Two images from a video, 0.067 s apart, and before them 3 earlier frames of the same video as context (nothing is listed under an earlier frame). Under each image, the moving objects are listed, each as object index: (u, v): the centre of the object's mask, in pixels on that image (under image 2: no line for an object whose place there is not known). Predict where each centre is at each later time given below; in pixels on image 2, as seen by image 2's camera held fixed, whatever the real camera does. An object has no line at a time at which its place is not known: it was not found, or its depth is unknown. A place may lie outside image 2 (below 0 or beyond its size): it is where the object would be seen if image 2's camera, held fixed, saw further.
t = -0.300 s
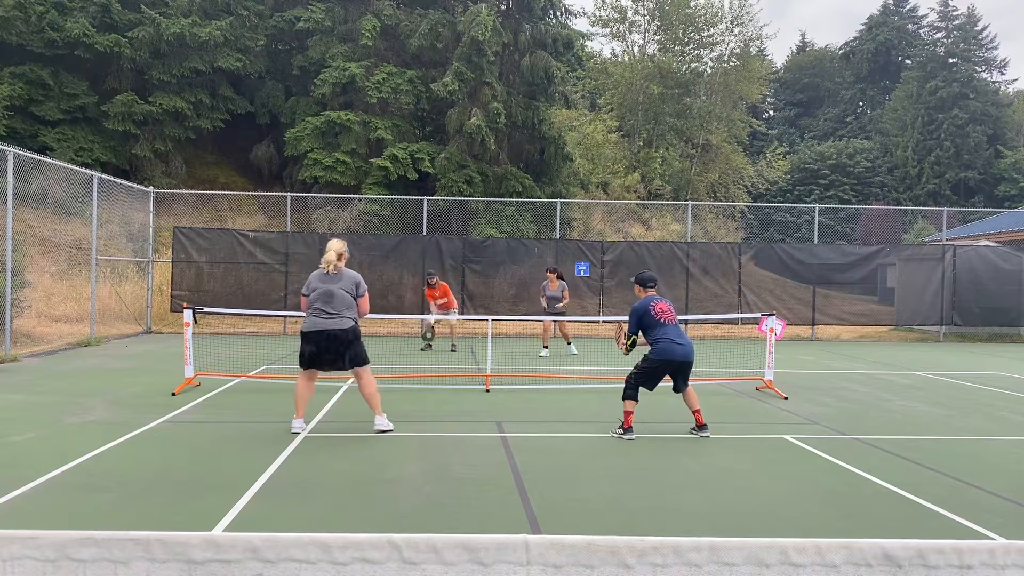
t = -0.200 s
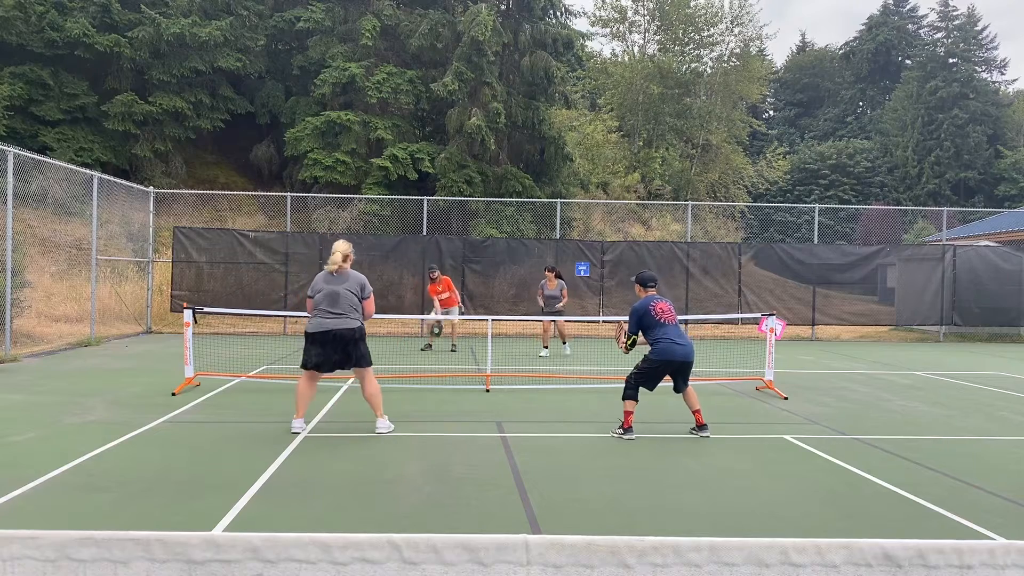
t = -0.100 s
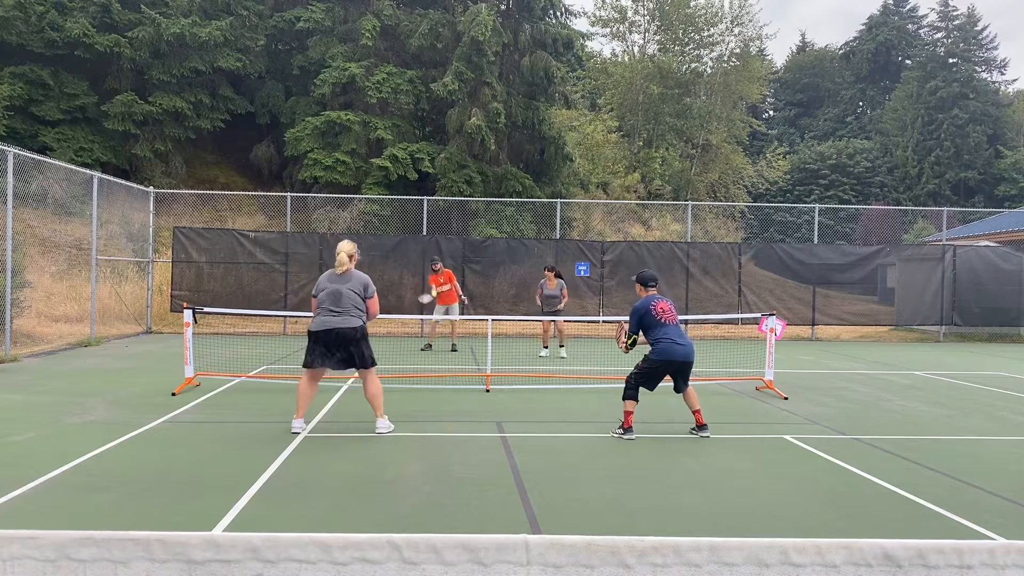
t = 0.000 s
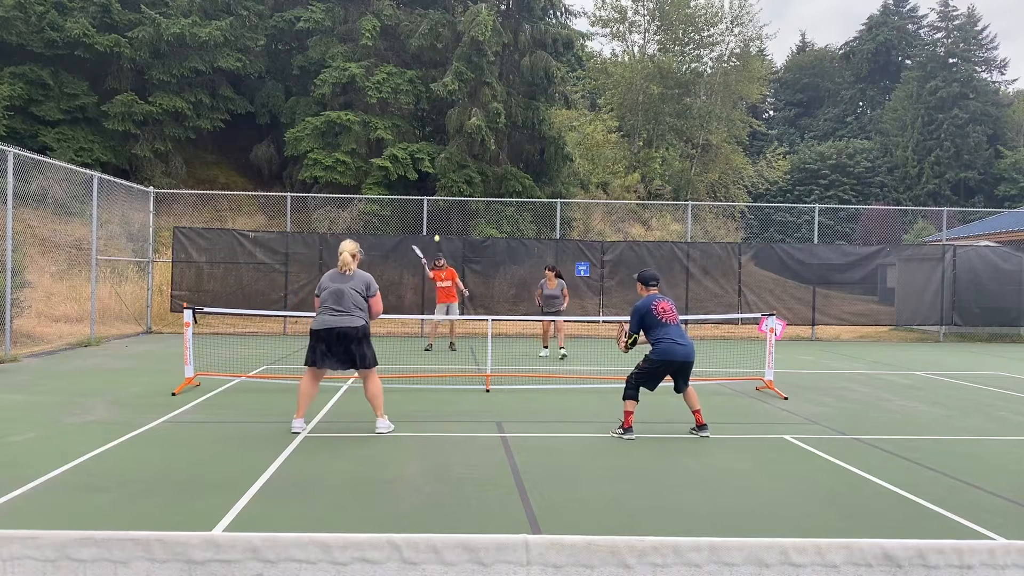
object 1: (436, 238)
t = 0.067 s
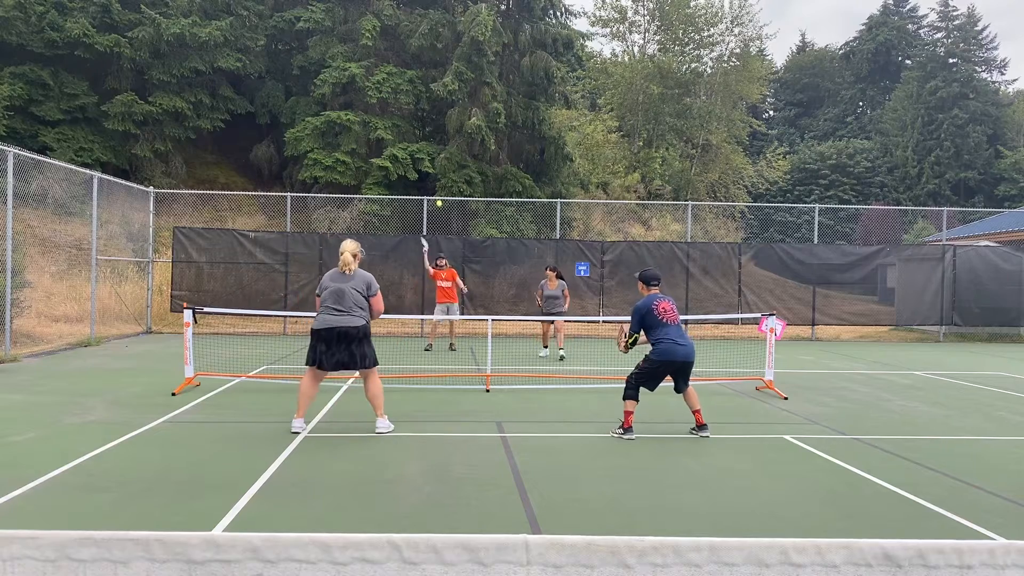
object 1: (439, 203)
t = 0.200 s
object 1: (444, 138)
